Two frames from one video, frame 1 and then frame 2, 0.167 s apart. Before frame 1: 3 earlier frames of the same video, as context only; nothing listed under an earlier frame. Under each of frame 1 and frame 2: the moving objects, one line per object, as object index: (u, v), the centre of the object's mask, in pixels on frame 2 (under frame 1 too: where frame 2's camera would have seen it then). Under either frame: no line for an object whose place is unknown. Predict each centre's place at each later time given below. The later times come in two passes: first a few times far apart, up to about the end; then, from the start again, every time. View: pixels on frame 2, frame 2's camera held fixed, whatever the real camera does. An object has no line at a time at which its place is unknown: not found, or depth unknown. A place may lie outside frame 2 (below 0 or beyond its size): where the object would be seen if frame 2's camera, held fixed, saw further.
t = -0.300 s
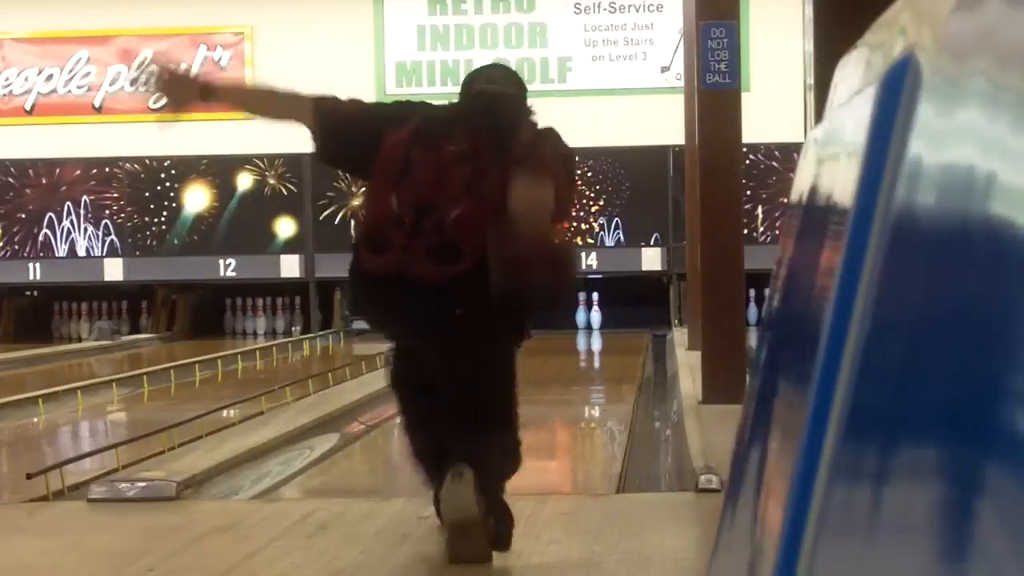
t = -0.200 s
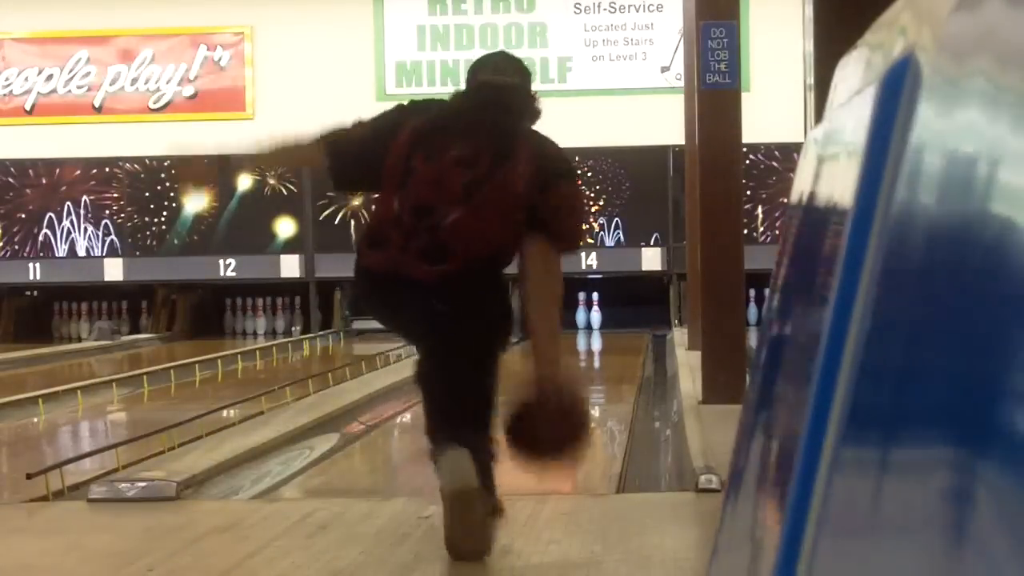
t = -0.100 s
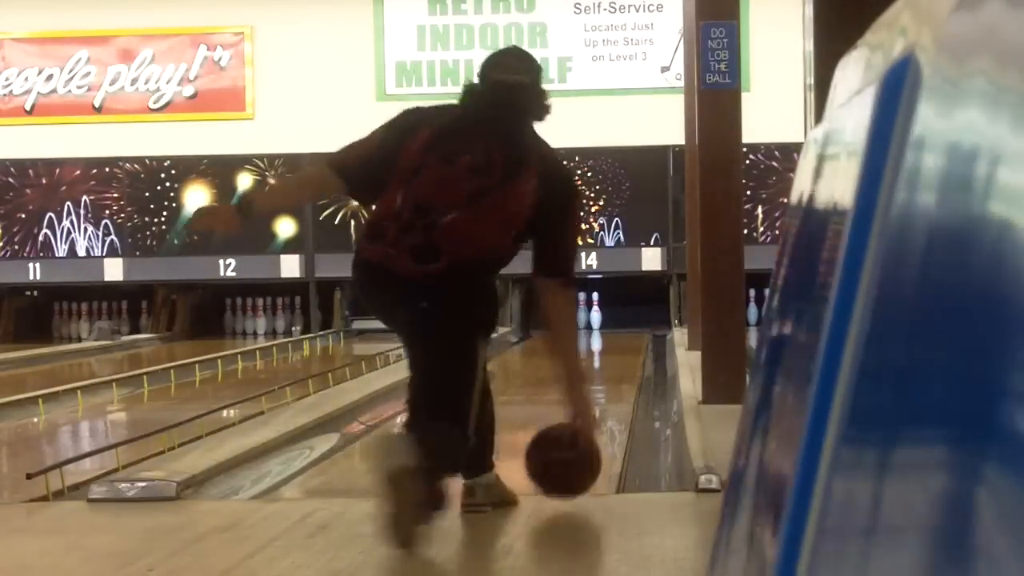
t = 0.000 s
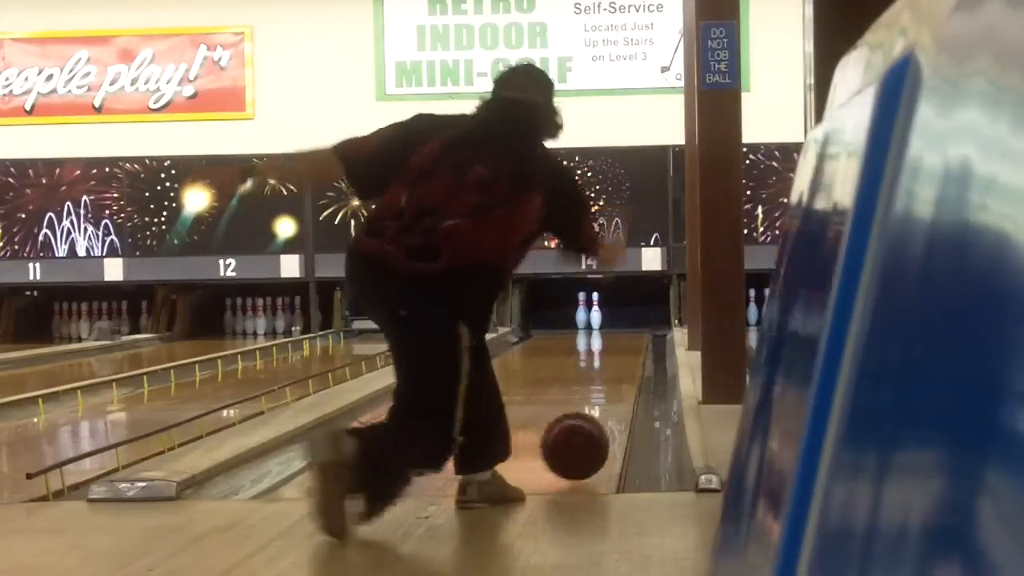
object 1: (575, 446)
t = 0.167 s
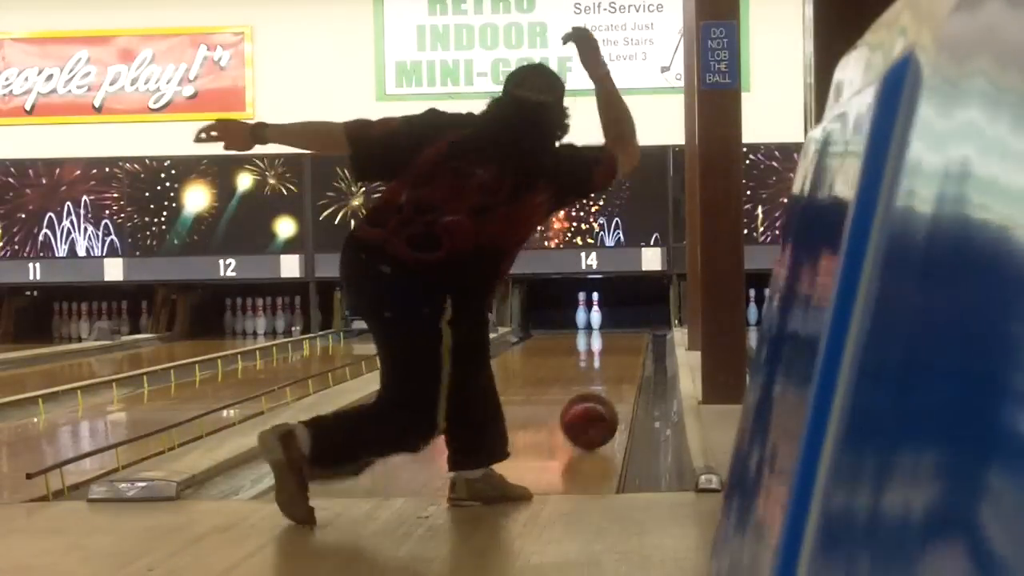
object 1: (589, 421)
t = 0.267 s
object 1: (595, 407)
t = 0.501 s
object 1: (606, 384)
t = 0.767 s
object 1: (615, 365)
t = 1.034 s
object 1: (620, 352)
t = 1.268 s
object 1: (622, 342)
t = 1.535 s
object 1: (622, 334)
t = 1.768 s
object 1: (619, 328)
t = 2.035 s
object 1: (615, 323)
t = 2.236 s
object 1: (609, 320)
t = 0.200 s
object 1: (591, 416)
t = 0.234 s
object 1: (593, 412)
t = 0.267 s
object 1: (595, 407)
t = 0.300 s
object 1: (598, 403)
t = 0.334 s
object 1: (600, 399)
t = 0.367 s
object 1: (601, 395)
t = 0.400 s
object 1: (602, 392)
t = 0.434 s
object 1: (604, 389)
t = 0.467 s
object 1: (605, 386)
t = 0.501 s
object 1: (606, 384)
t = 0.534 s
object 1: (608, 381)
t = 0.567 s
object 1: (608, 379)
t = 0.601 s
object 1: (610, 377)
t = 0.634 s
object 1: (611, 374)
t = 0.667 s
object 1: (613, 371)
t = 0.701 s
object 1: (614, 370)
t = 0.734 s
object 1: (615, 368)
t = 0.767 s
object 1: (615, 365)
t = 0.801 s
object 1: (616, 363)
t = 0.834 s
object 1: (616, 362)
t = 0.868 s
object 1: (618, 361)
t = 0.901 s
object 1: (618, 358)
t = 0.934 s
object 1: (619, 357)
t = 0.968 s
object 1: (619, 355)
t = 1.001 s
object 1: (619, 354)
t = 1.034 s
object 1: (620, 352)
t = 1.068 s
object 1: (621, 351)
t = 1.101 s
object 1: (621, 349)
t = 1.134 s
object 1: (621, 348)
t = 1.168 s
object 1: (622, 346)
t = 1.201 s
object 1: (622, 345)
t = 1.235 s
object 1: (622, 343)
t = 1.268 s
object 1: (622, 342)
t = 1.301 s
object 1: (622, 341)
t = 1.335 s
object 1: (622, 340)
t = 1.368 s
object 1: (623, 339)
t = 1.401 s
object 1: (622, 337)
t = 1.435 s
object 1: (622, 337)
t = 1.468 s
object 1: (622, 335)
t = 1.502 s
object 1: (622, 334)
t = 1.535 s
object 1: (622, 334)
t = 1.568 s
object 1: (621, 332)
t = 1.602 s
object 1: (621, 332)
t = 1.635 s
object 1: (621, 331)
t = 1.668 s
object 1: (621, 330)
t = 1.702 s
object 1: (620, 329)
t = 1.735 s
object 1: (620, 328)
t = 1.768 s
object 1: (619, 328)
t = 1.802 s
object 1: (619, 328)
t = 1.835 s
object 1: (619, 327)
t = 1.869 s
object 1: (618, 326)
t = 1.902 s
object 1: (618, 325)
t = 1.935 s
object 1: (617, 325)
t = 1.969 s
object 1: (616, 324)
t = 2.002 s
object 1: (616, 323)
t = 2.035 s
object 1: (615, 323)
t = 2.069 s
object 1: (614, 322)
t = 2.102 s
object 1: (613, 321)
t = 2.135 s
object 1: (612, 321)
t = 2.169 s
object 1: (612, 321)
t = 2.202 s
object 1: (611, 320)
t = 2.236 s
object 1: (609, 320)
